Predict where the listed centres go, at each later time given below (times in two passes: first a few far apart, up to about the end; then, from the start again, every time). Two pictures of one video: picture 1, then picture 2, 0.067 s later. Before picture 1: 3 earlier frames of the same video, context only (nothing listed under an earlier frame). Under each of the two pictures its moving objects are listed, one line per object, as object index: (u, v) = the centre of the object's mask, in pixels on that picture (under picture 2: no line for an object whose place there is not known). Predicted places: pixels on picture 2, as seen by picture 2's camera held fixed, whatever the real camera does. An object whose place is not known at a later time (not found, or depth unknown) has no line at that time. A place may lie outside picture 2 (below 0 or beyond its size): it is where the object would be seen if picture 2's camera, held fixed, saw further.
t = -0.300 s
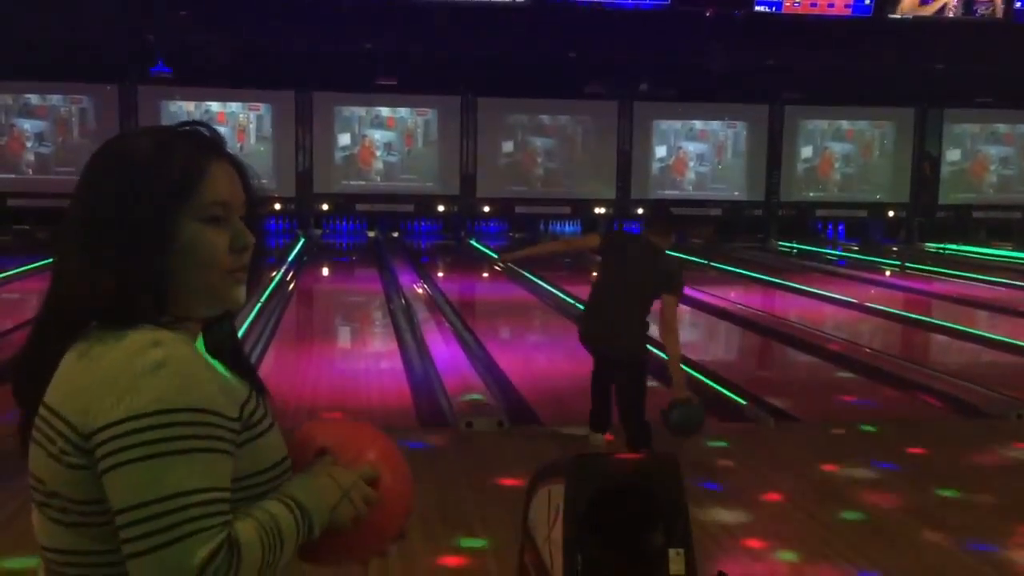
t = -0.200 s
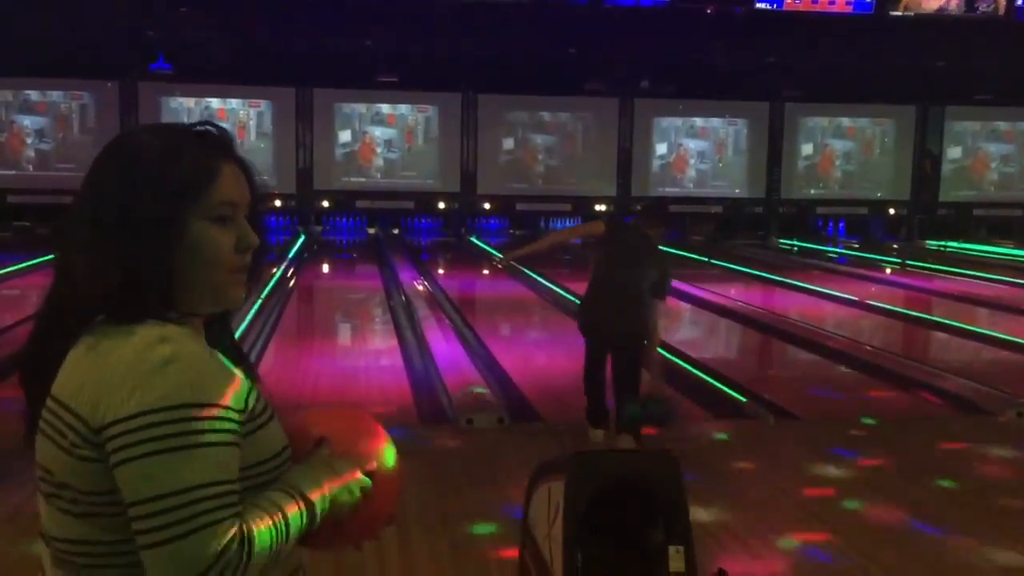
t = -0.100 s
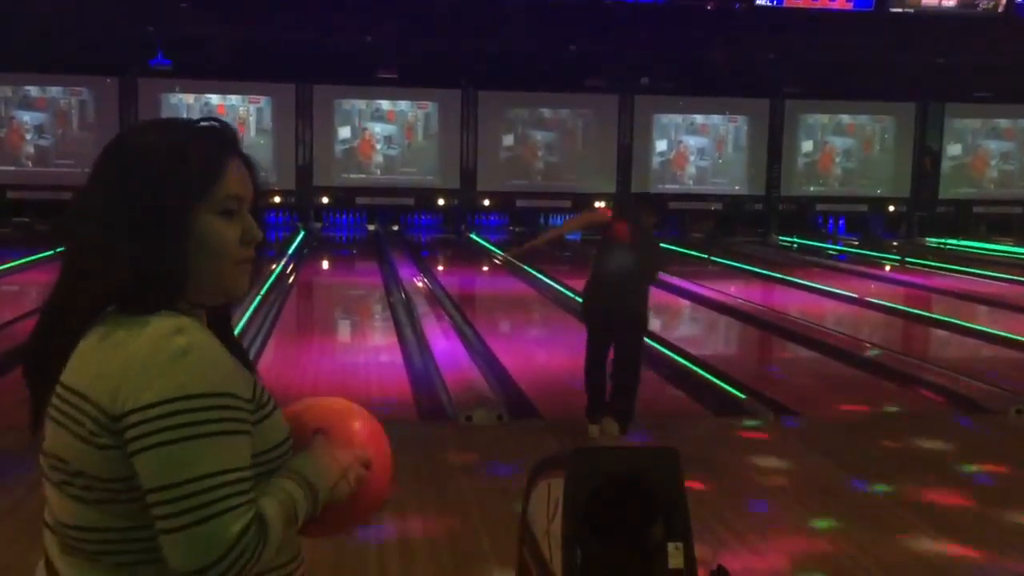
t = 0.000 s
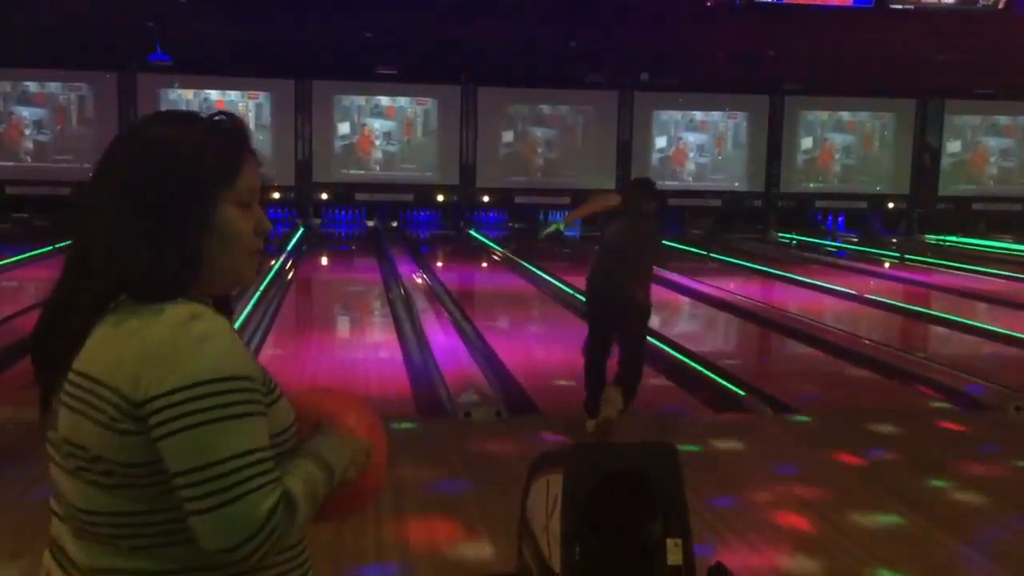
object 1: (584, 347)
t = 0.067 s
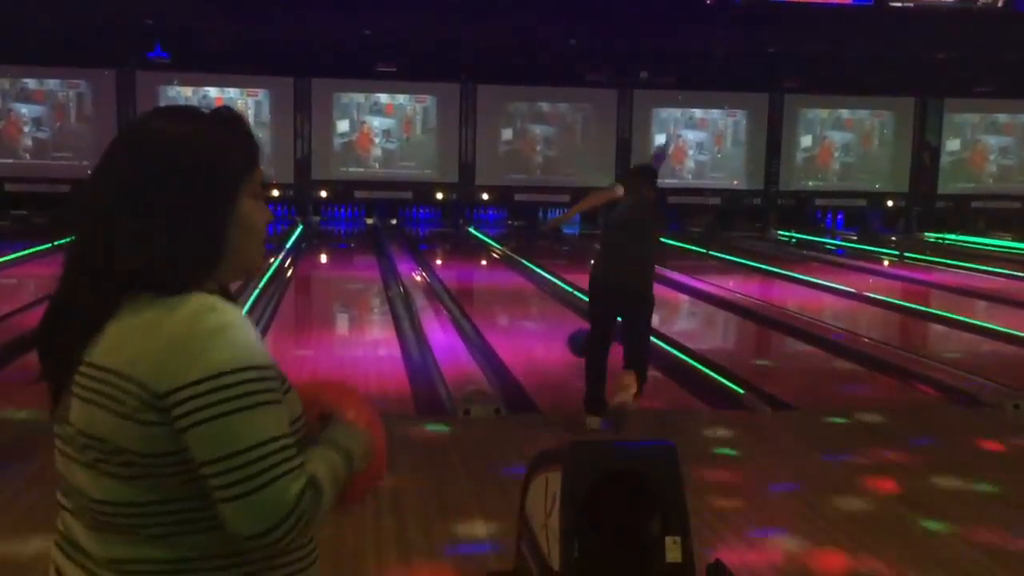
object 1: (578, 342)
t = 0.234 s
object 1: (552, 326)
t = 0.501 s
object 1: (519, 297)
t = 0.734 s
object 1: (499, 279)
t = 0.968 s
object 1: (484, 264)
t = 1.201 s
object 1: (476, 254)
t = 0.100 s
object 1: (574, 343)
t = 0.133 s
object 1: (569, 341)
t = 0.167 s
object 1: (563, 335)
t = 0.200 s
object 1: (557, 331)
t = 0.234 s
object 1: (552, 326)
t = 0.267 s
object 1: (547, 322)
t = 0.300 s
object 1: (542, 318)
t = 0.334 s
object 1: (538, 314)
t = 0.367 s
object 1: (534, 310)
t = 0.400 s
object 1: (529, 306)
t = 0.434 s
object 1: (526, 303)
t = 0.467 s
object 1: (523, 300)
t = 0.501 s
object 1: (519, 297)
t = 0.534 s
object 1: (516, 294)
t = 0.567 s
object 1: (513, 291)
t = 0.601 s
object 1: (510, 289)
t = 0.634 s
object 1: (507, 286)
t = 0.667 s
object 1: (504, 284)
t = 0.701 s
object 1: (502, 281)
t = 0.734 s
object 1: (499, 279)
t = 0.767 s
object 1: (496, 276)
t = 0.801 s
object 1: (494, 275)
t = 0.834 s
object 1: (492, 272)
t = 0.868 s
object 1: (490, 270)
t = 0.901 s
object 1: (487, 268)
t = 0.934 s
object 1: (485, 266)
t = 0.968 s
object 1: (484, 264)
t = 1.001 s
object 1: (482, 263)
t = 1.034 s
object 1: (481, 262)
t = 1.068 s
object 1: (479, 260)
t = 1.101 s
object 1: (478, 257)
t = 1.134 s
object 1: (477, 256)
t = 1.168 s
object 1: (476, 256)
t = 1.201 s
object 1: (476, 254)
